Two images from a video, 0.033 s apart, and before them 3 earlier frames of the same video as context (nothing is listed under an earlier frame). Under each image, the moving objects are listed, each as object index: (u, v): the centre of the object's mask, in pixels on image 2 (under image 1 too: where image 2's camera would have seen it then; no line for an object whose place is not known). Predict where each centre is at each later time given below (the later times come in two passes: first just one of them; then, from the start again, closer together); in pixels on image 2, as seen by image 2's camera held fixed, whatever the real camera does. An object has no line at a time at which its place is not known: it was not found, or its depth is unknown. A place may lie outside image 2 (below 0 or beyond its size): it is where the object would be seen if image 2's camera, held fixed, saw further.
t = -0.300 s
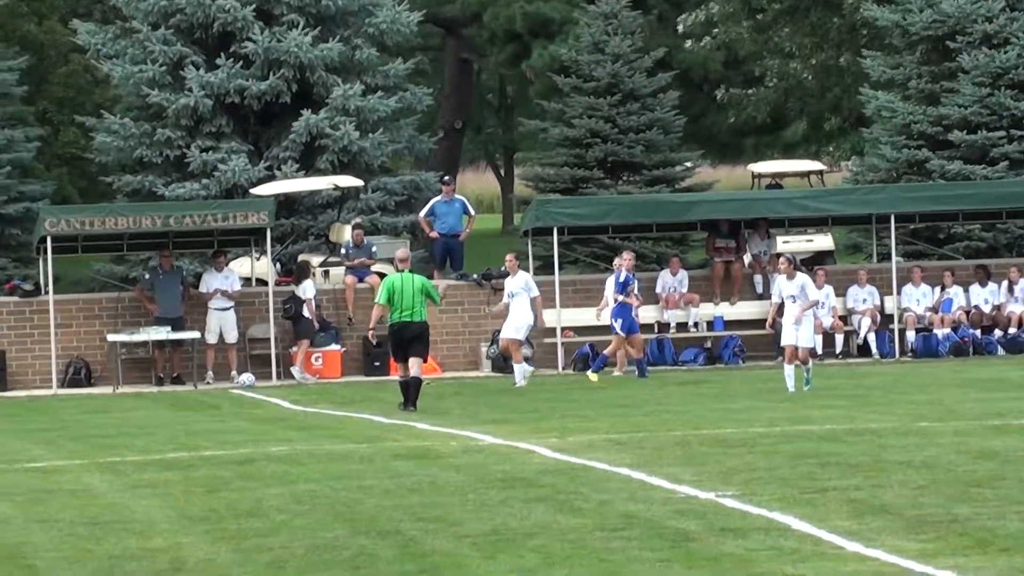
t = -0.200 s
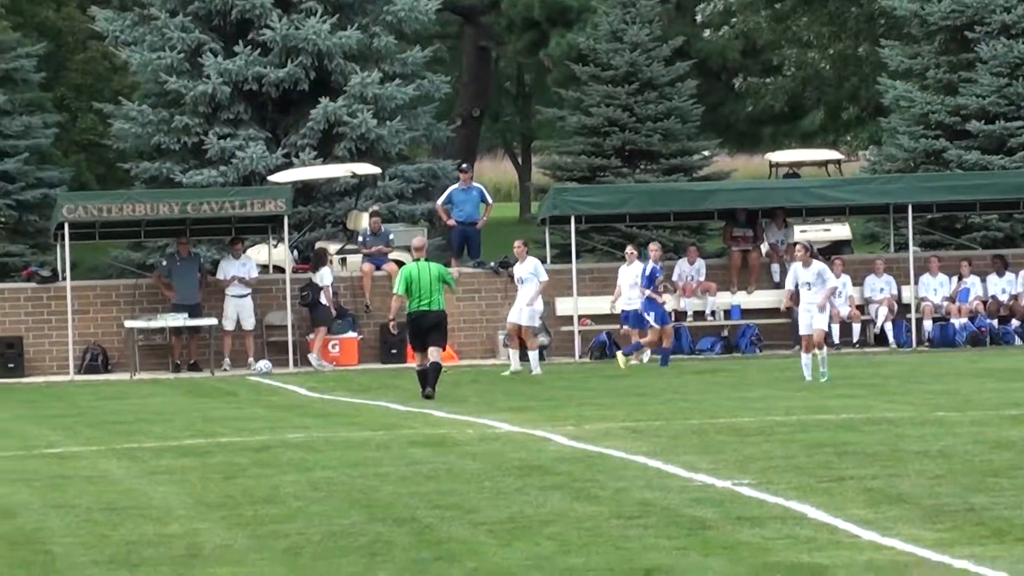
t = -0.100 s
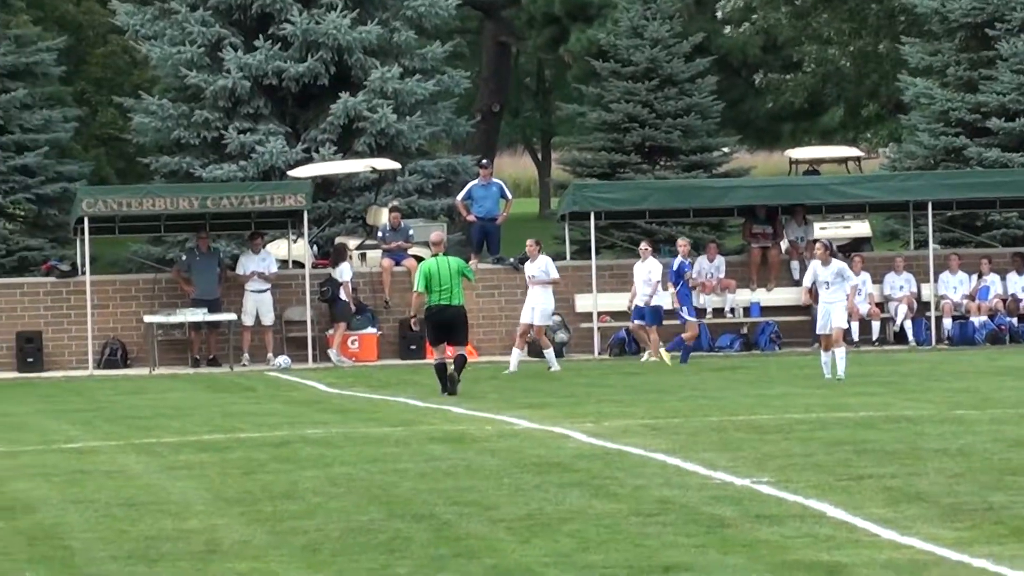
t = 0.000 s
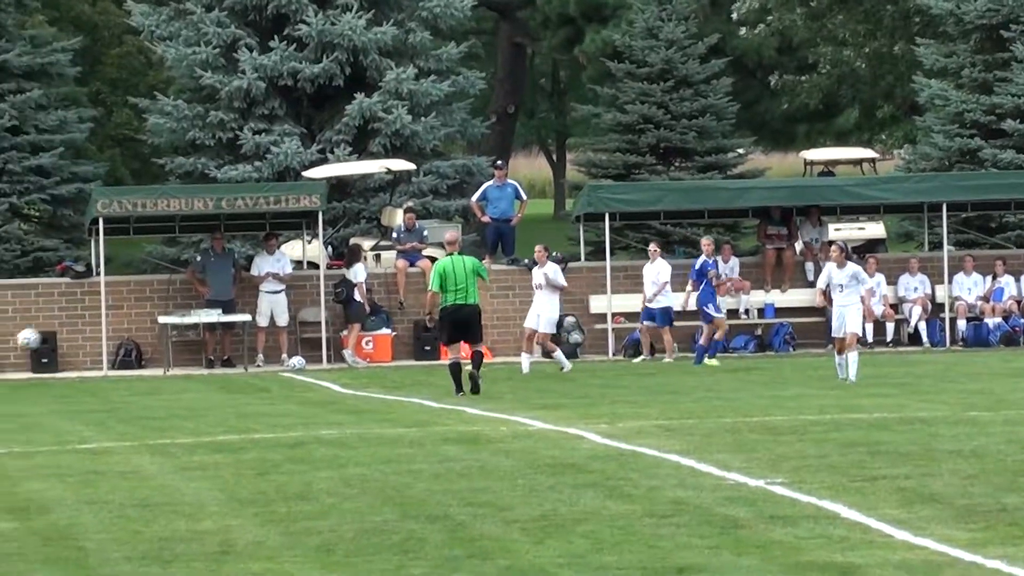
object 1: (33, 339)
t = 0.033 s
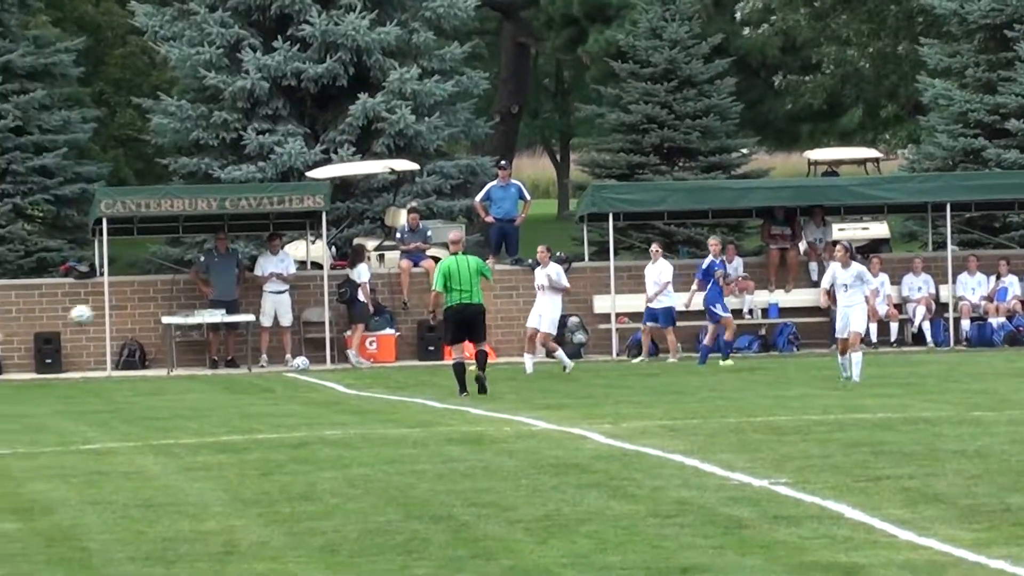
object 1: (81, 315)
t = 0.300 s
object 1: (464, 163)
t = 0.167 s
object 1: (277, 230)
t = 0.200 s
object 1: (325, 211)
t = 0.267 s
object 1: (418, 177)
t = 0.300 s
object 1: (464, 163)
